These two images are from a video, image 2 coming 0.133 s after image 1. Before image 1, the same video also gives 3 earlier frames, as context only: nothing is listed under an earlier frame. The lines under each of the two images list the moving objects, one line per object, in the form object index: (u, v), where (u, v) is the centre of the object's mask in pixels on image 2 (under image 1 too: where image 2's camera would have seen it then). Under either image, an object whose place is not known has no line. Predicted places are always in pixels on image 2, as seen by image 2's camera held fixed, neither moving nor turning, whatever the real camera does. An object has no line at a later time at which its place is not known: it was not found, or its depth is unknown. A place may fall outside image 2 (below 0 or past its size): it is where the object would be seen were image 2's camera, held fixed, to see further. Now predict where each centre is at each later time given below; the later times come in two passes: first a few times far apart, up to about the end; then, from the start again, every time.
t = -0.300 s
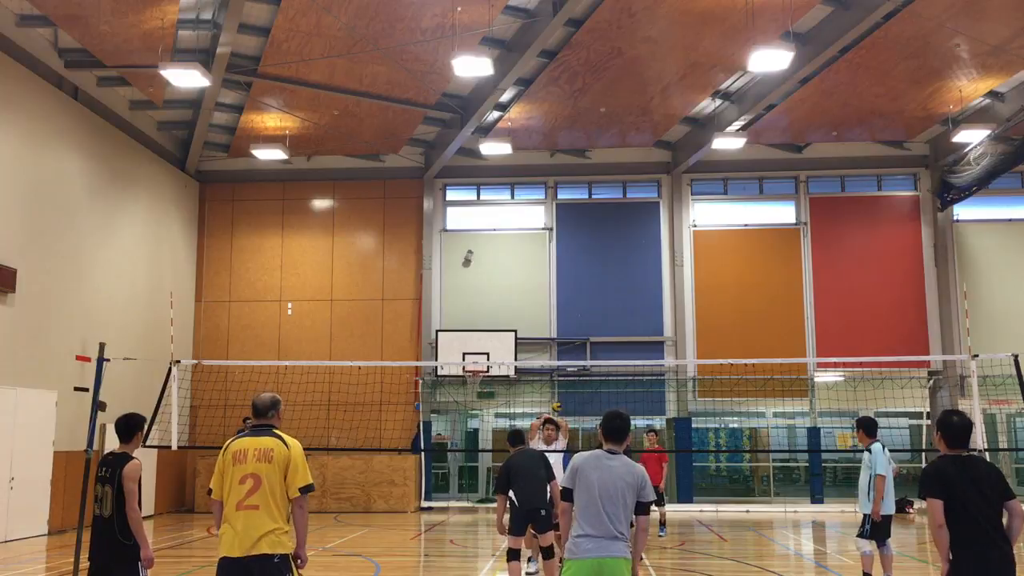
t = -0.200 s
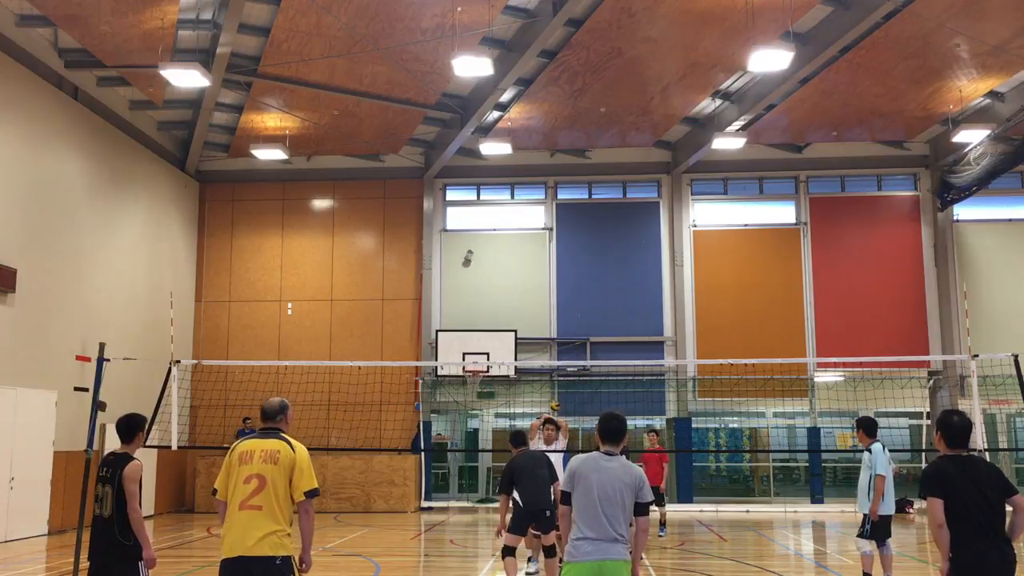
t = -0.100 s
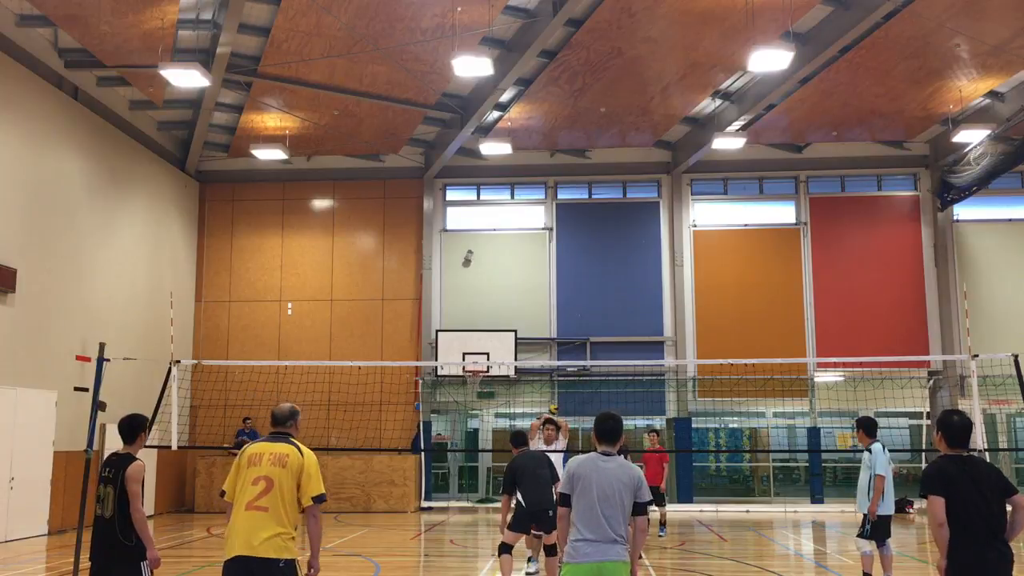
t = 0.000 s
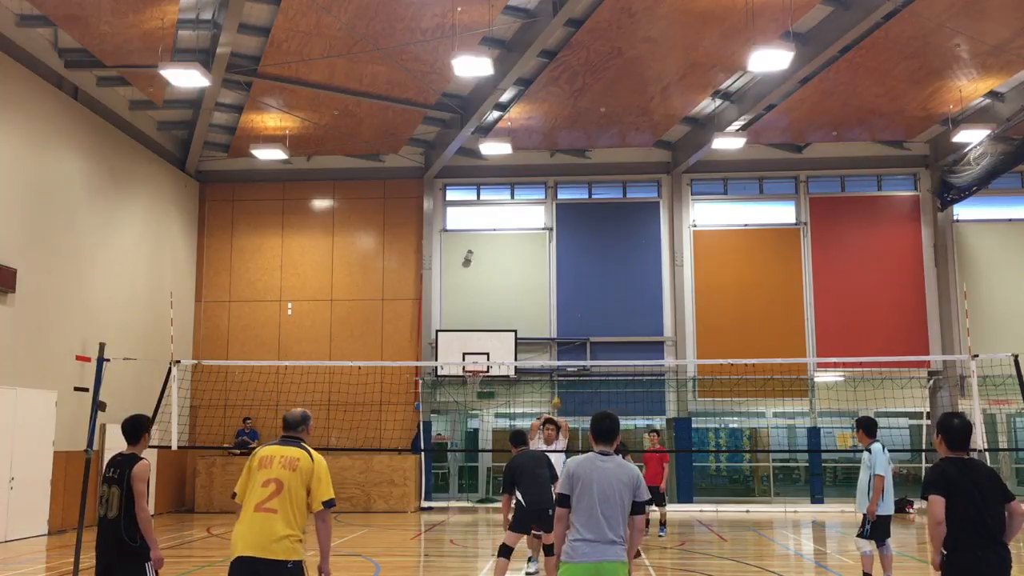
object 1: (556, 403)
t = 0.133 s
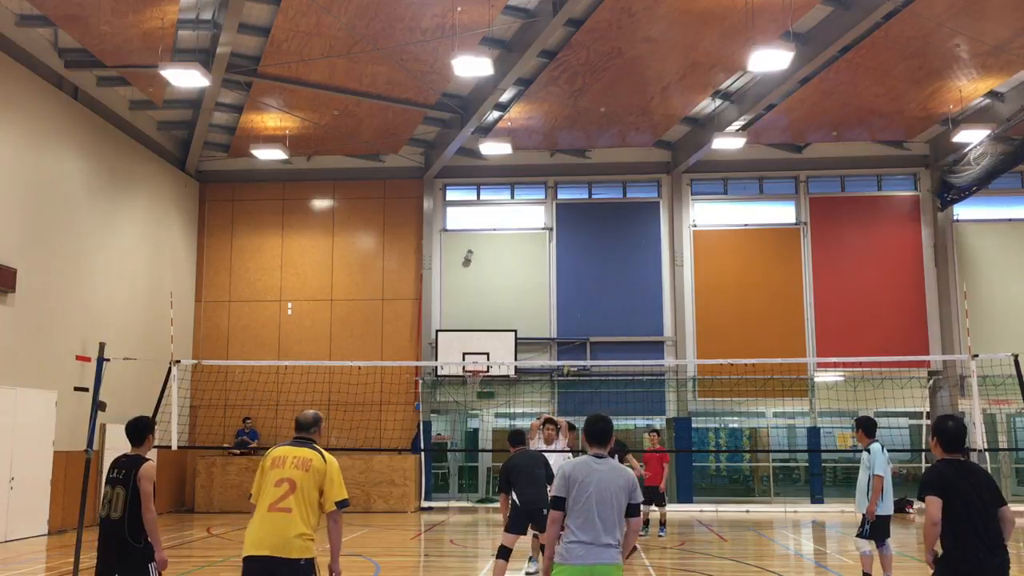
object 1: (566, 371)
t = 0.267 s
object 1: (576, 342)
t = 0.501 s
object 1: (599, 308)
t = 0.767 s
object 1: (630, 302)
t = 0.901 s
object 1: (652, 323)
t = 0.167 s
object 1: (569, 367)
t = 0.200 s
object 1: (571, 355)
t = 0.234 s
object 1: (573, 348)
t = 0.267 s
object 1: (576, 342)
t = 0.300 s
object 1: (580, 335)
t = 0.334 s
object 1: (582, 330)
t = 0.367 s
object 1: (585, 325)
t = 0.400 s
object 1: (588, 318)
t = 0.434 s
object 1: (591, 315)
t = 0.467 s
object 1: (596, 311)
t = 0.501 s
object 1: (599, 308)
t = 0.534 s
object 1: (603, 305)
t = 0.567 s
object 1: (607, 302)
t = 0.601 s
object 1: (611, 300)
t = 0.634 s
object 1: (614, 298)
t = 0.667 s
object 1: (617, 298)
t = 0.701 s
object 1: (622, 298)
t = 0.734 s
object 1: (626, 300)
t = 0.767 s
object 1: (630, 302)
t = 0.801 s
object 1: (635, 305)
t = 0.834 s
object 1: (640, 310)
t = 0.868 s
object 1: (645, 316)
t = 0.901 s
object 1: (652, 323)
